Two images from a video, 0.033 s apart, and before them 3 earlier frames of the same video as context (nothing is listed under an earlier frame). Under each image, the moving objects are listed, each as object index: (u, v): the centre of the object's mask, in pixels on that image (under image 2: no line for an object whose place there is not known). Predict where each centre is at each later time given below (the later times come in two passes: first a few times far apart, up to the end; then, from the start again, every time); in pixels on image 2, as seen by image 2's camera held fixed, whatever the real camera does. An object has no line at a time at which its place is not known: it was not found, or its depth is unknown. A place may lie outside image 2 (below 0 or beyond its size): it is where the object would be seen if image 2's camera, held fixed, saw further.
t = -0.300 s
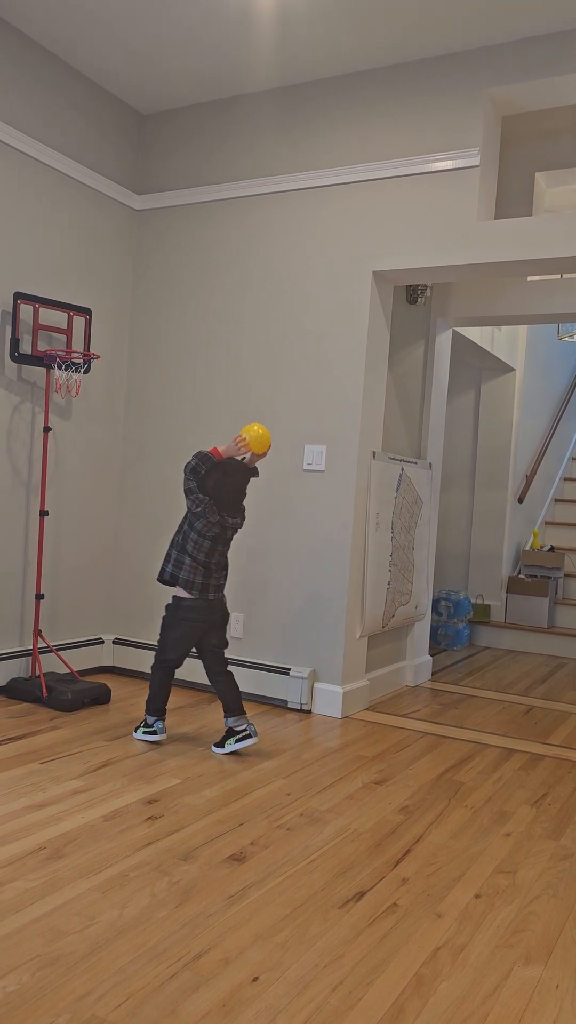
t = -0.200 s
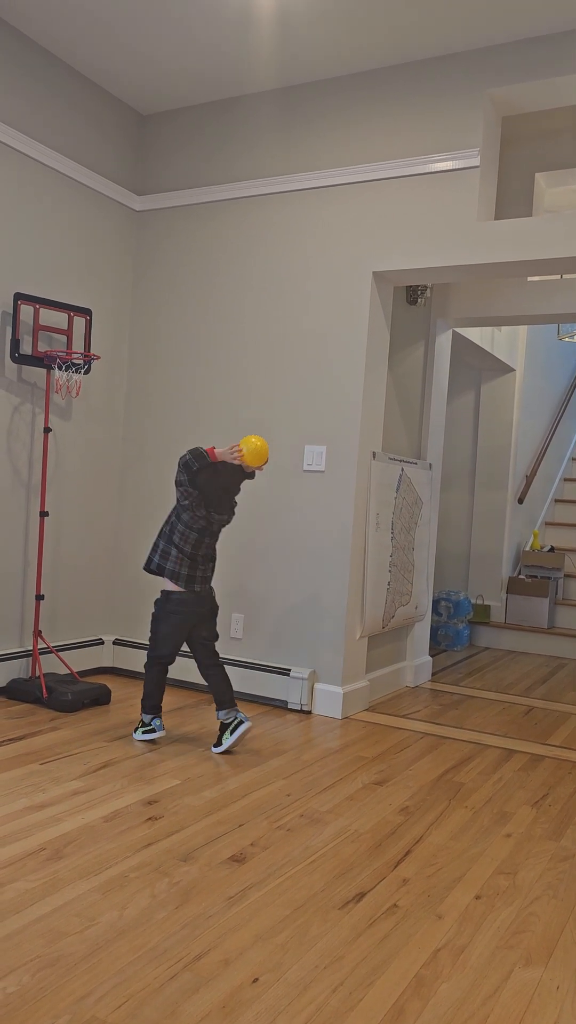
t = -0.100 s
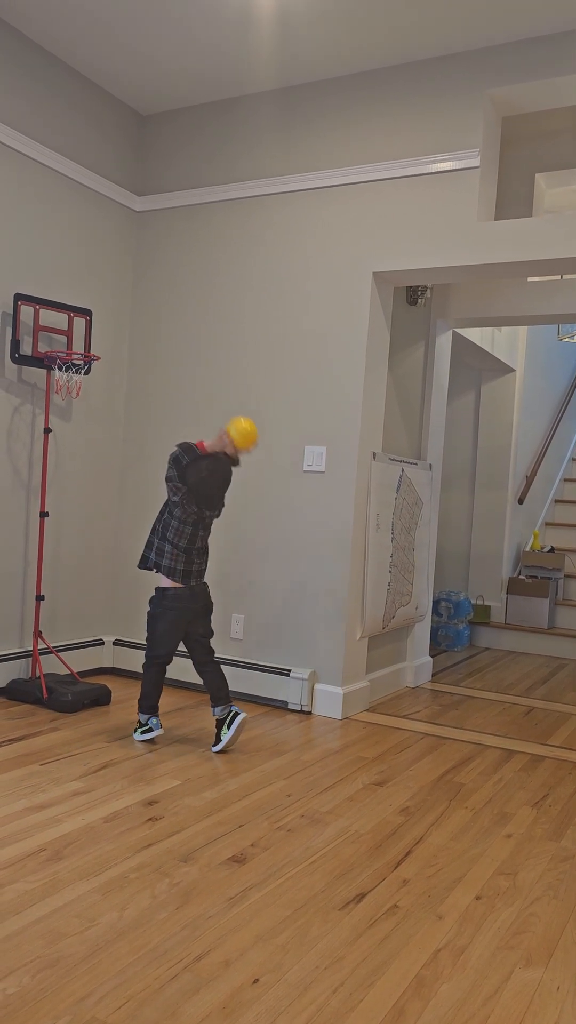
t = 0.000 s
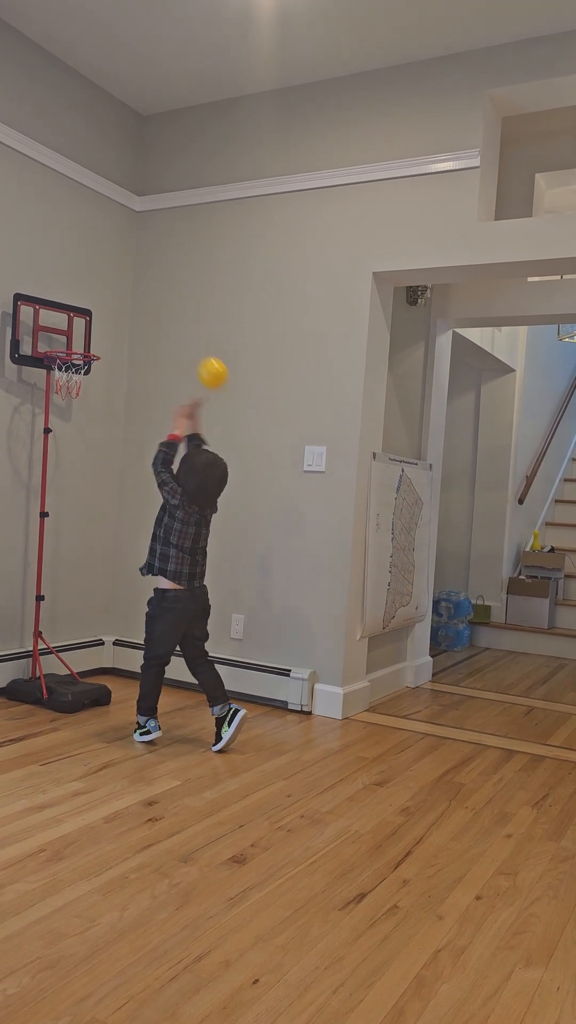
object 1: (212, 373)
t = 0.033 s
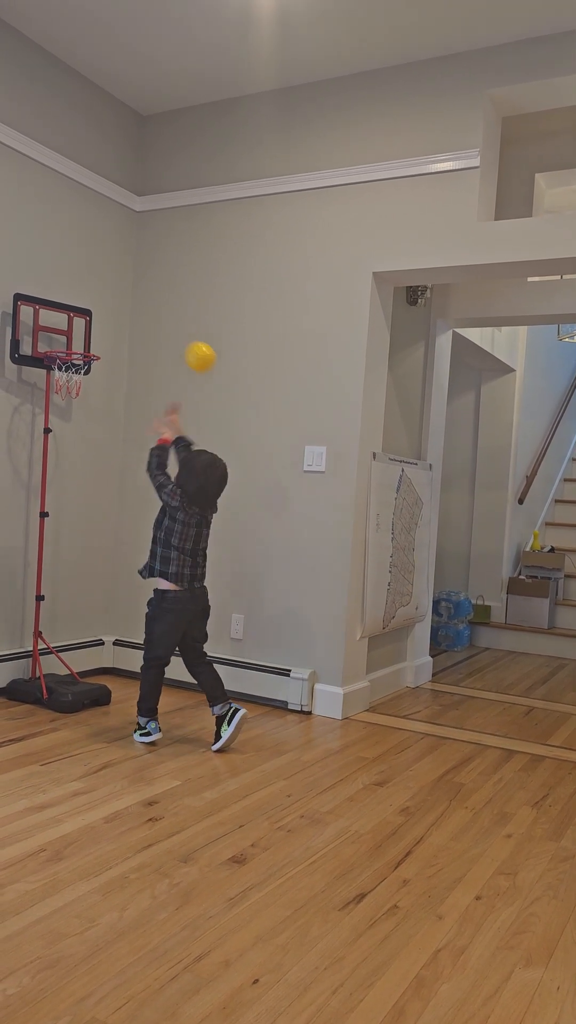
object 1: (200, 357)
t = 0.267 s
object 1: (120, 324)
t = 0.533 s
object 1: (69, 352)
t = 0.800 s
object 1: (64, 383)
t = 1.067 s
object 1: (52, 444)
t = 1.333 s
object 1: (28, 637)
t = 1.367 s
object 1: (23, 654)
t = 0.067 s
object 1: (188, 344)
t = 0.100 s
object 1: (176, 334)
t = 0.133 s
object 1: (164, 327)
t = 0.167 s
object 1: (152, 323)
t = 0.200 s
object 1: (141, 321)
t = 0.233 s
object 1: (130, 321)
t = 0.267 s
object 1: (120, 324)
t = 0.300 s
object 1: (109, 330)
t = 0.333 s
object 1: (99, 338)
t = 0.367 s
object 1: (92, 343)
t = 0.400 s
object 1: (85, 342)
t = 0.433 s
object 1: (78, 343)
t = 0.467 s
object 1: (70, 348)
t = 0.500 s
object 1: (67, 354)
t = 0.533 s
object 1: (69, 352)
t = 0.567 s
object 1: (71, 354)
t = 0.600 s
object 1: (73, 356)
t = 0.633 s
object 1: (73, 361)
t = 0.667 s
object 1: (72, 367)
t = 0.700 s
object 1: (70, 376)
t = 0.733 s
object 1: (68, 383)
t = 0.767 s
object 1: (66, 383)
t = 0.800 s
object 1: (64, 383)
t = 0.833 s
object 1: (62, 385)
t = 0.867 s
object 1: (60, 386)
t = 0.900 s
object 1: (59, 390)
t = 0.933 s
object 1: (58, 396)
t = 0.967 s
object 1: (56, 405)
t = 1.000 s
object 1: (55, 416)
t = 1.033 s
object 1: (53, 429)
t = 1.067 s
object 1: (52, 444)
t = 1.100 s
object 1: (50, 462)
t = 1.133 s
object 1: (47, 482)
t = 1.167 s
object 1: (45, 503)
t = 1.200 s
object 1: (42, 527)
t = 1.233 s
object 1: (38, 552)
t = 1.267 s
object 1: (35, 578)
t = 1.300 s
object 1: (31, 607)
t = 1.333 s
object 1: (28, 637)
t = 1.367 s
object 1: (23, 654)
